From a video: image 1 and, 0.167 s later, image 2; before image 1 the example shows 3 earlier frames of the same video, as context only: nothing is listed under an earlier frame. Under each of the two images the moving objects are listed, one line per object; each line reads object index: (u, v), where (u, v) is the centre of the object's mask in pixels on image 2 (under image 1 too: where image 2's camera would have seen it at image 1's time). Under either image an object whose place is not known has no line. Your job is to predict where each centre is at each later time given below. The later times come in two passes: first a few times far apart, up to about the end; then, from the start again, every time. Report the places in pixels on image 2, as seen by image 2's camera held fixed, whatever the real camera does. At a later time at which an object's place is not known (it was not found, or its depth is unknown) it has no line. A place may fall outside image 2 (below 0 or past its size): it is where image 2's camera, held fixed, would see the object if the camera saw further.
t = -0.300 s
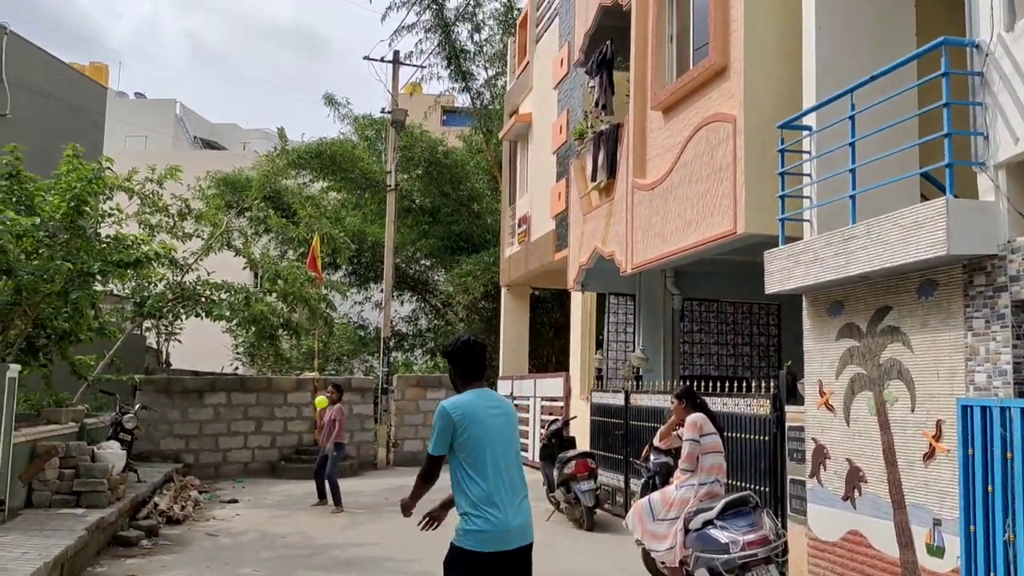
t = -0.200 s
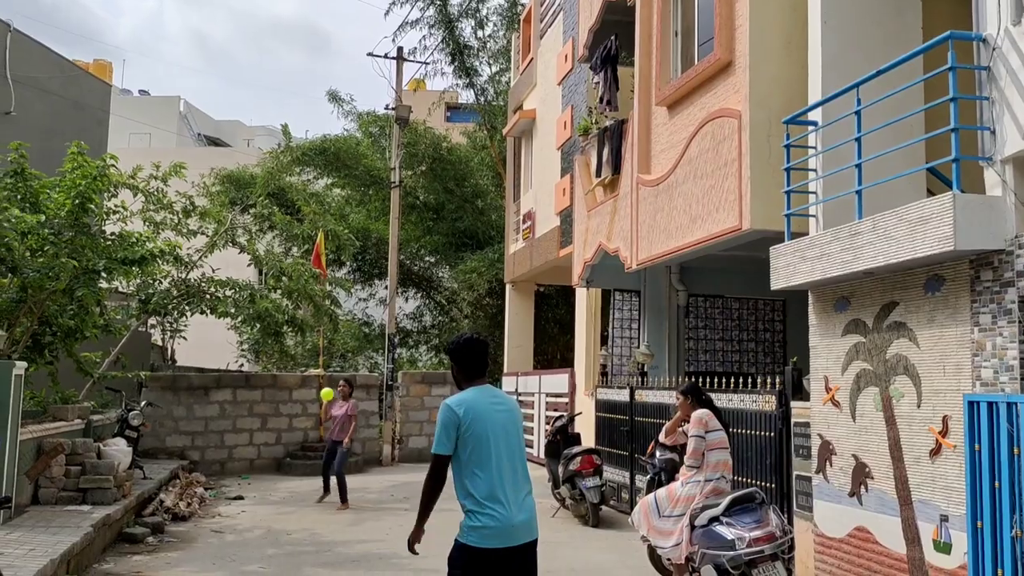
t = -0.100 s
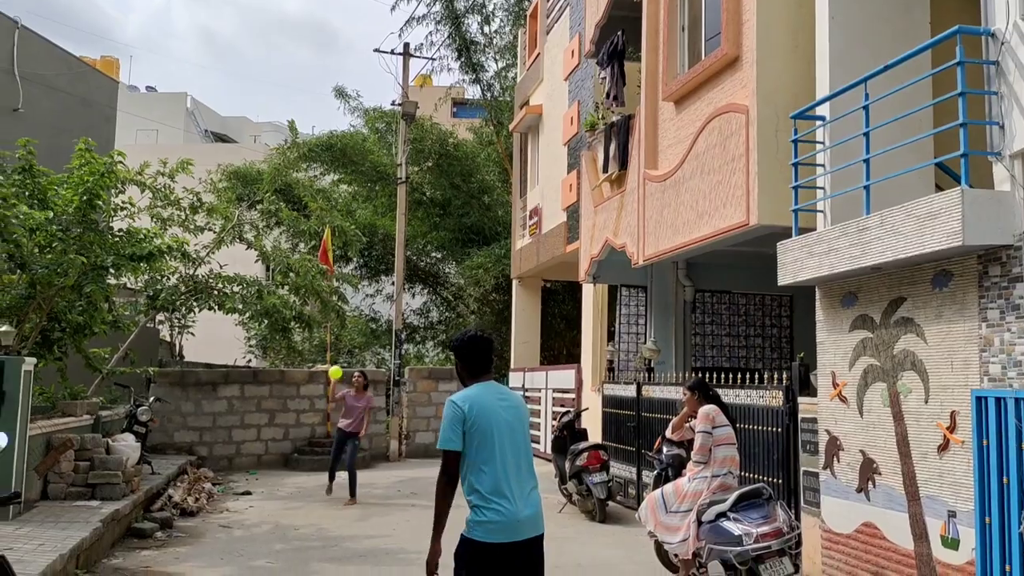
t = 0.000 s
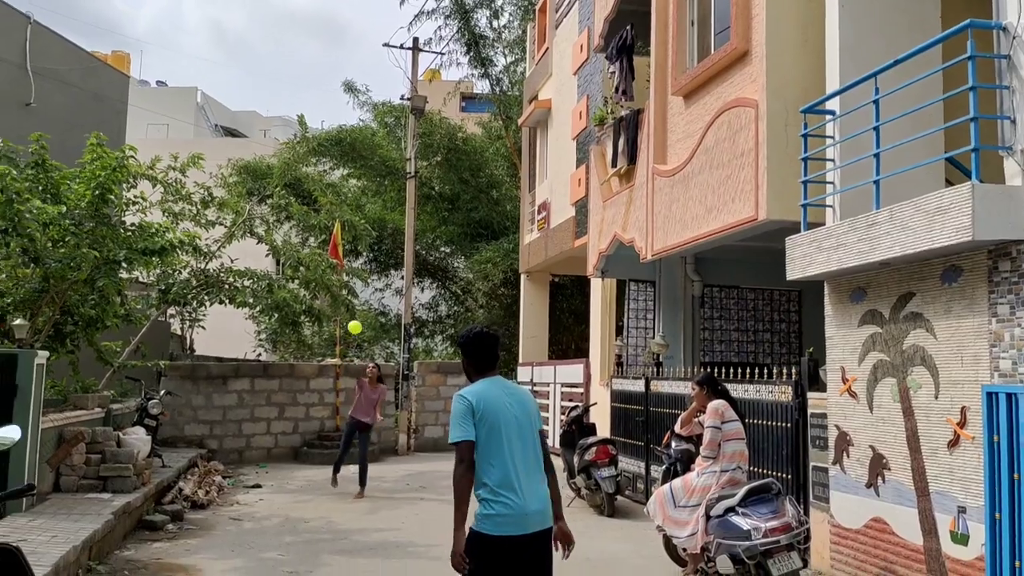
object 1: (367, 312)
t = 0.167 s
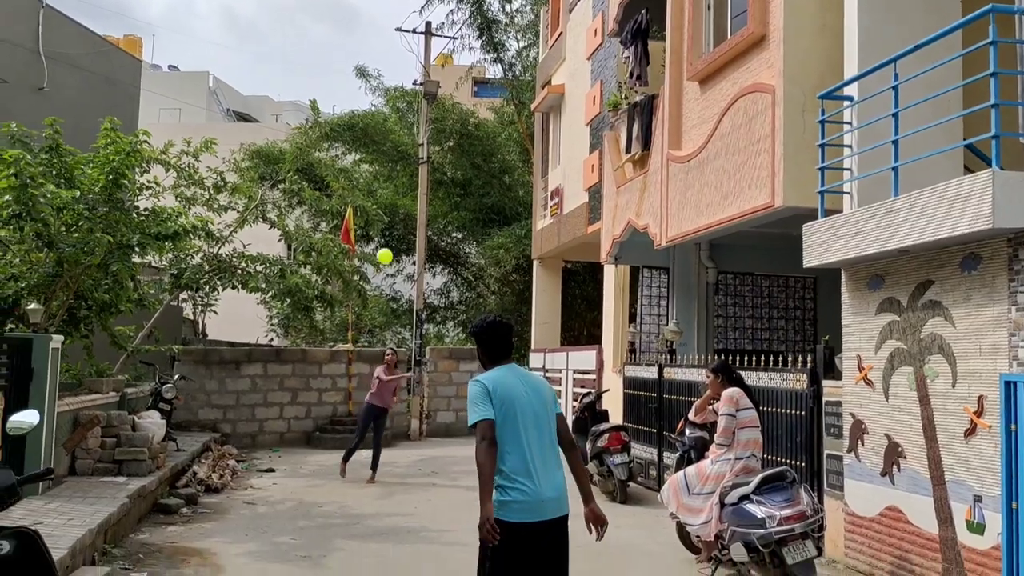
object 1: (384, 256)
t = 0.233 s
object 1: (393, 238)
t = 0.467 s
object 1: (428, 200)
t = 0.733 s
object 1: (476, 237)
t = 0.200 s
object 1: (388, 247)
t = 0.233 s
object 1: (393, 238)
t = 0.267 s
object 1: (397, 230)
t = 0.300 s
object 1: (402, 222)
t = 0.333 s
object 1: (408, 216)
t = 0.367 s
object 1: (413, 210)
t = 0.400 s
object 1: (418, 206)
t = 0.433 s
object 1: (423, 203)
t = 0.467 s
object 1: (428, 200)
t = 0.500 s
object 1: (433, 199)
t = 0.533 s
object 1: (439, 199)
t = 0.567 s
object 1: (444, 201)
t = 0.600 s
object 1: (451, 204)
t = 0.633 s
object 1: (457, 209)
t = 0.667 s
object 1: (463, 216)
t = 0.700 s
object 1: (470, 225)
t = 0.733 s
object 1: (476, 237)
